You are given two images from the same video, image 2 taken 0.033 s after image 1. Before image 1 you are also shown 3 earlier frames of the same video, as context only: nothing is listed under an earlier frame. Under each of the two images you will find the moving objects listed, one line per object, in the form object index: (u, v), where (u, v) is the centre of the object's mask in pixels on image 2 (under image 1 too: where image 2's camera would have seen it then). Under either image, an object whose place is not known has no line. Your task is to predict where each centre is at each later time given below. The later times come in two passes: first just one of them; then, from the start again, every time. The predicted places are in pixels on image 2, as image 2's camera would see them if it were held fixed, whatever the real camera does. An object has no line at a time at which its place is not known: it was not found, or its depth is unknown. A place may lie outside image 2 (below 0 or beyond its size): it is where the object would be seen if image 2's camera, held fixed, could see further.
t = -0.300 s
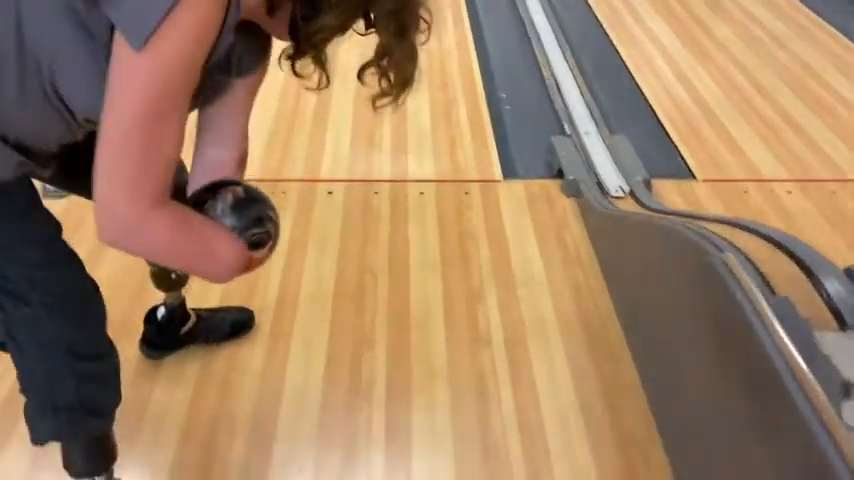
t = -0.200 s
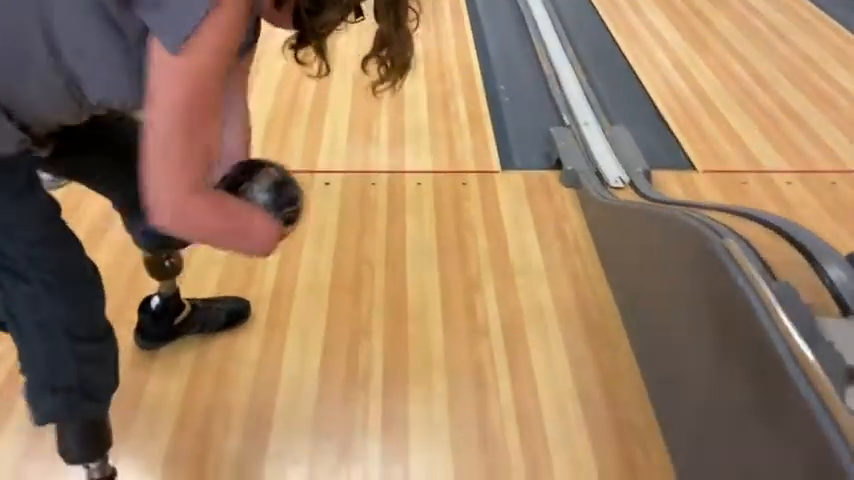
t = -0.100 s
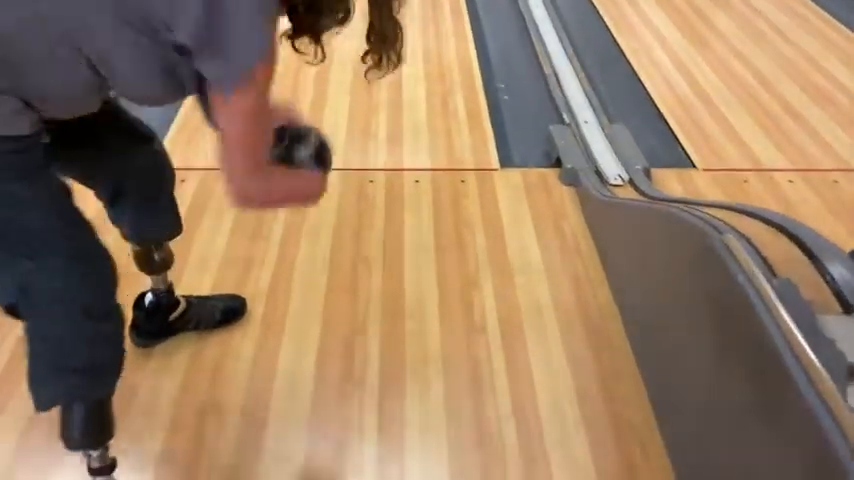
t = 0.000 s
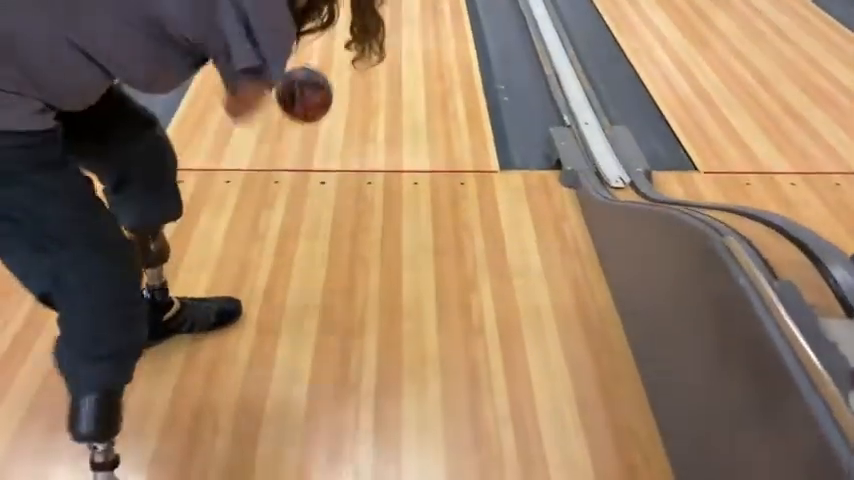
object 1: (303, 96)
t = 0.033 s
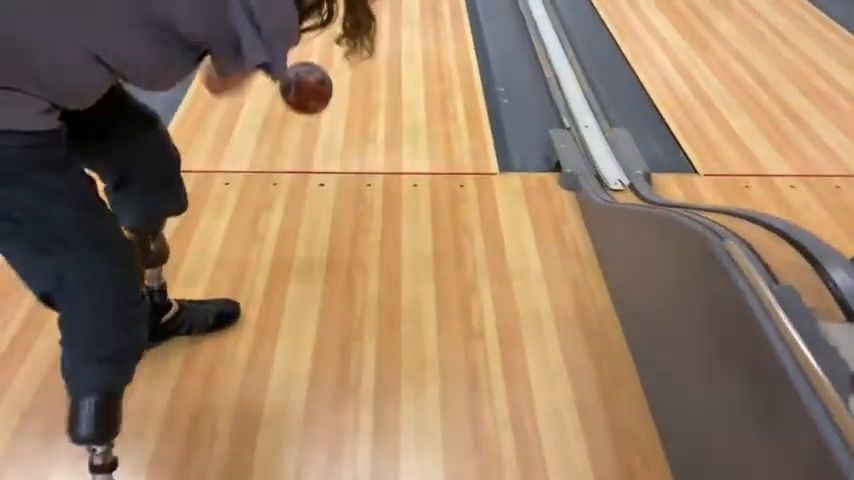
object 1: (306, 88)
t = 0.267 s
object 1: (319, 50)
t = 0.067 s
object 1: (309, 85)
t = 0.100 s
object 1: (311, 85)
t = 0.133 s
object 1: (314, 90)
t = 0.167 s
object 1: (316, 96)
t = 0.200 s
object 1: (319, 95)
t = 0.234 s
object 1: (318, 69)
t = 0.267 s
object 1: (319, 50)
